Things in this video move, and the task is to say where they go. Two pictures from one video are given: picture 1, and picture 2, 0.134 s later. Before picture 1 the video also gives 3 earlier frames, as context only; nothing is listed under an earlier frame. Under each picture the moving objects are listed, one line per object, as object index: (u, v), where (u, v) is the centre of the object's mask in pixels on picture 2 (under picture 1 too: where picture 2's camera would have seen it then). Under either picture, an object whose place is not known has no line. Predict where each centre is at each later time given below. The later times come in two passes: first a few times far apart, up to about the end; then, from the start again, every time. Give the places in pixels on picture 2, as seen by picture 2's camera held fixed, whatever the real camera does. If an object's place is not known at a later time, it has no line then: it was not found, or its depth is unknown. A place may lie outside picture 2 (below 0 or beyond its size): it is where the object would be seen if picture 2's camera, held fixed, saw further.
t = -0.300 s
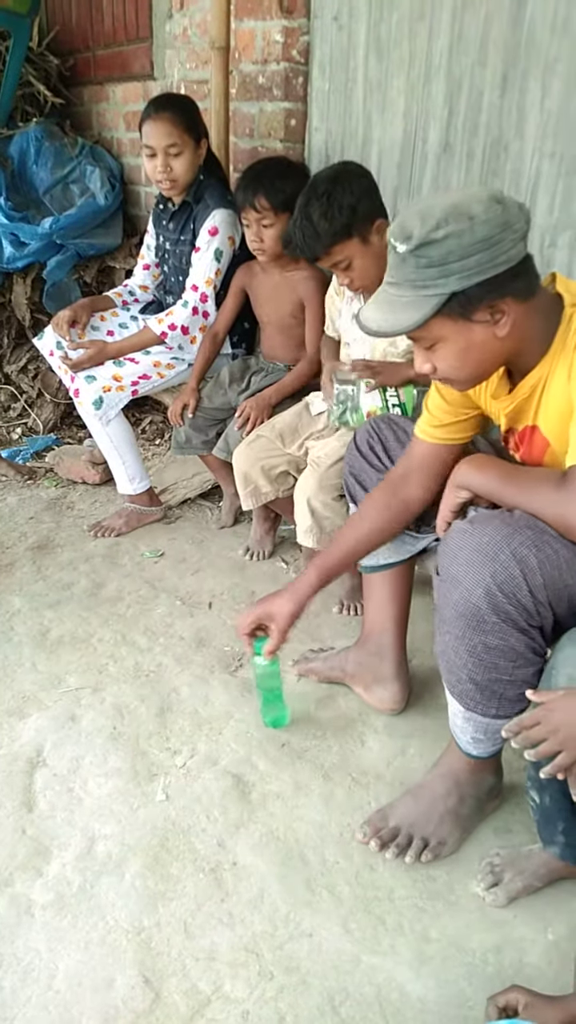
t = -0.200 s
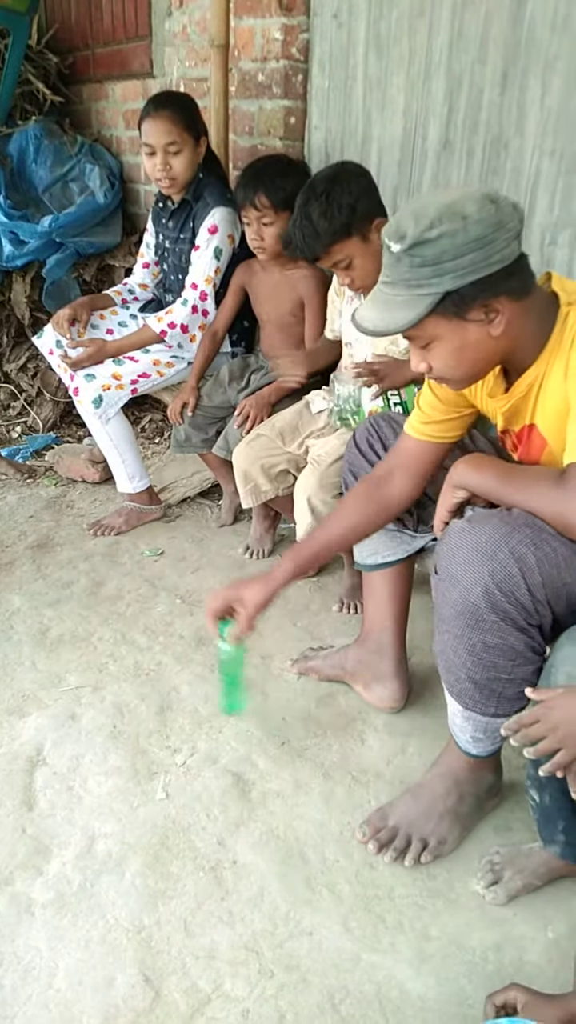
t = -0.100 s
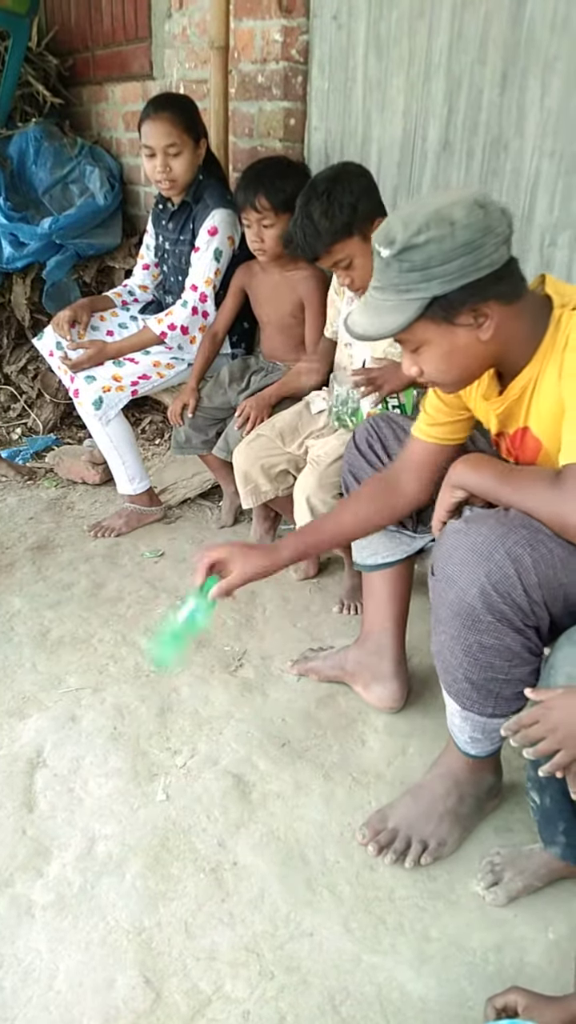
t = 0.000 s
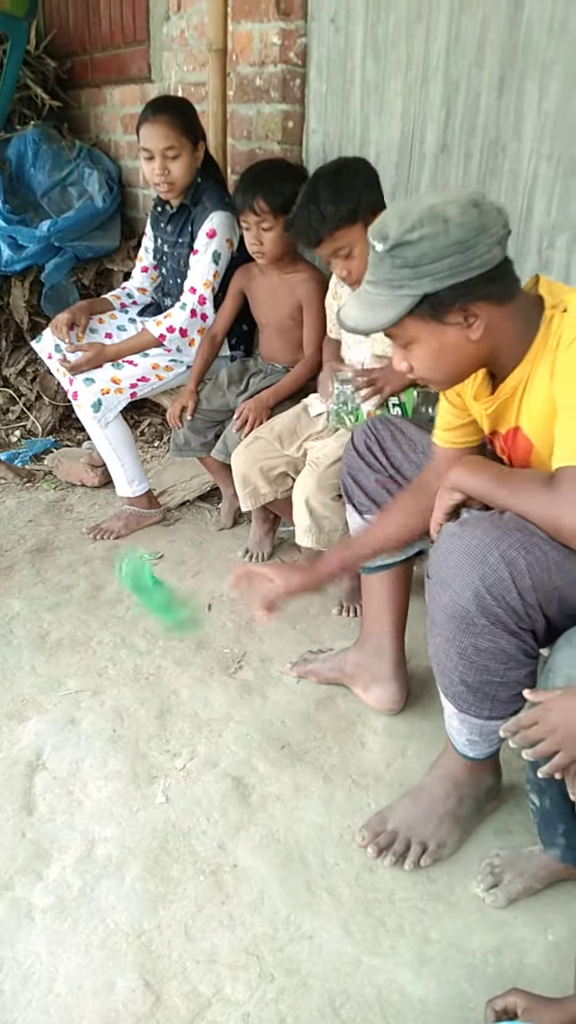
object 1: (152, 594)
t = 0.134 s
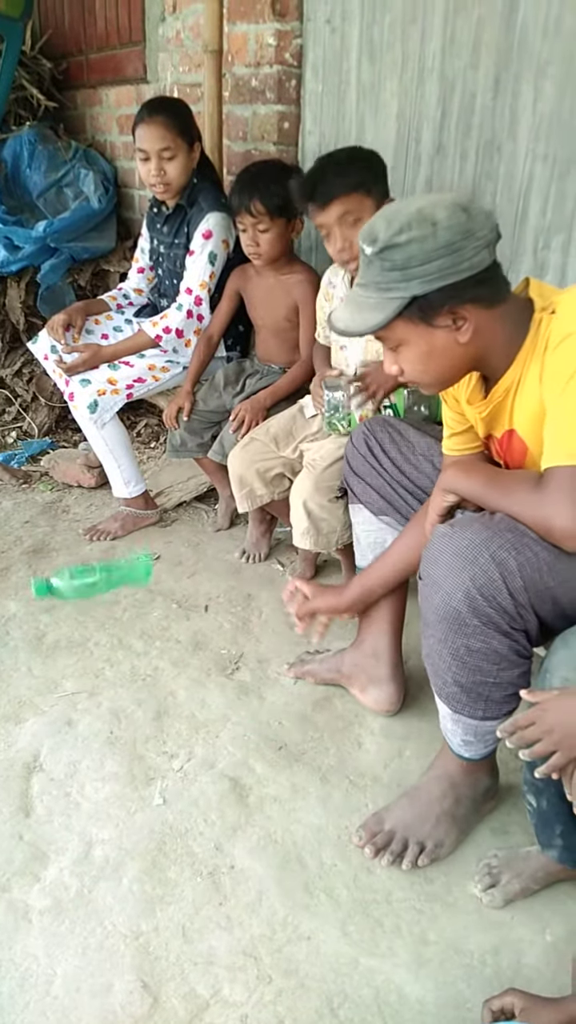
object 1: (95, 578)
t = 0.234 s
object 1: (87, 623)
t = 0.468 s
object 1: (71, 719)
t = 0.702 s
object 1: (38, 728)
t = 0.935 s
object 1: (29, 743)
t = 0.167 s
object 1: (92, 585)
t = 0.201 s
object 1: (90, 601)
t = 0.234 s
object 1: (87, 623)
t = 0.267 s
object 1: (88, 655)
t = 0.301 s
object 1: (88, 687)
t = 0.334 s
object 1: (86, 717)
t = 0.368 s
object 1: (83, 718)
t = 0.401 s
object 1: (80, 719)
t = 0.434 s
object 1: (76, 720)
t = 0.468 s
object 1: (71, 719)
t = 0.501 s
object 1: (67, 718)
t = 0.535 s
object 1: (63, 718)
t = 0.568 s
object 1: (58, 717)
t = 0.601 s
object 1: (54, 718)
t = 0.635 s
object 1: (48, 720)
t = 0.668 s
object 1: (42, 723)
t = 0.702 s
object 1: (38, 728)
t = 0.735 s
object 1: (37, 736)
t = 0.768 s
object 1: (33, 742)
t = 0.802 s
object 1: (32, 739)
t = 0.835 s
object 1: (32, 741)
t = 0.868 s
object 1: (32, 744)
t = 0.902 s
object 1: (29, 743)
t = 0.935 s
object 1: (29, 743)
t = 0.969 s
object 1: (29, 744)
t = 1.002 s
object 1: (27, 744)
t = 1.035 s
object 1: (25, 742)
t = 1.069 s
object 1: (22, 741)
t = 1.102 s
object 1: (18, 741)
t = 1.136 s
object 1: (17, 740)
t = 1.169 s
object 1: (18, 739)
